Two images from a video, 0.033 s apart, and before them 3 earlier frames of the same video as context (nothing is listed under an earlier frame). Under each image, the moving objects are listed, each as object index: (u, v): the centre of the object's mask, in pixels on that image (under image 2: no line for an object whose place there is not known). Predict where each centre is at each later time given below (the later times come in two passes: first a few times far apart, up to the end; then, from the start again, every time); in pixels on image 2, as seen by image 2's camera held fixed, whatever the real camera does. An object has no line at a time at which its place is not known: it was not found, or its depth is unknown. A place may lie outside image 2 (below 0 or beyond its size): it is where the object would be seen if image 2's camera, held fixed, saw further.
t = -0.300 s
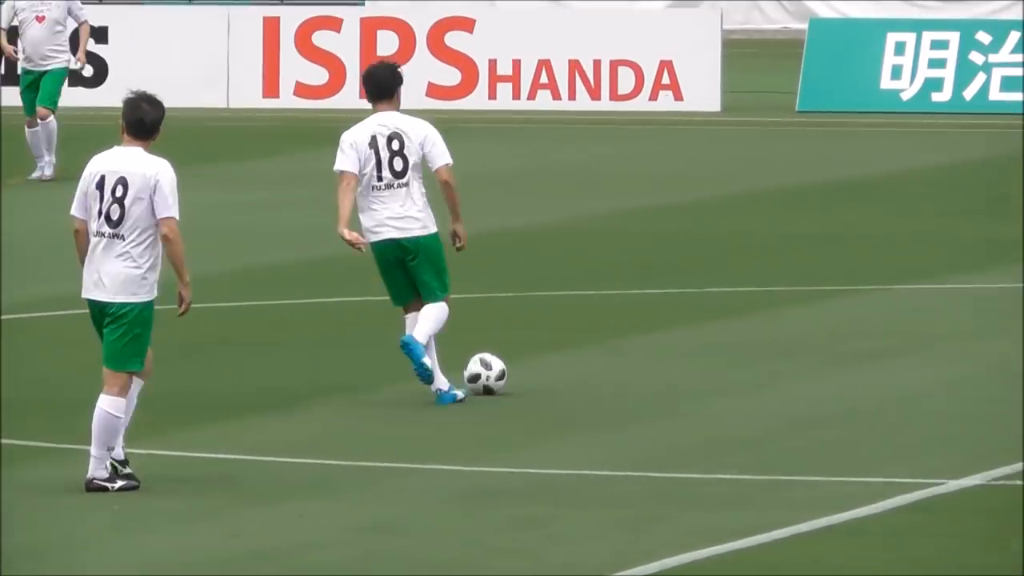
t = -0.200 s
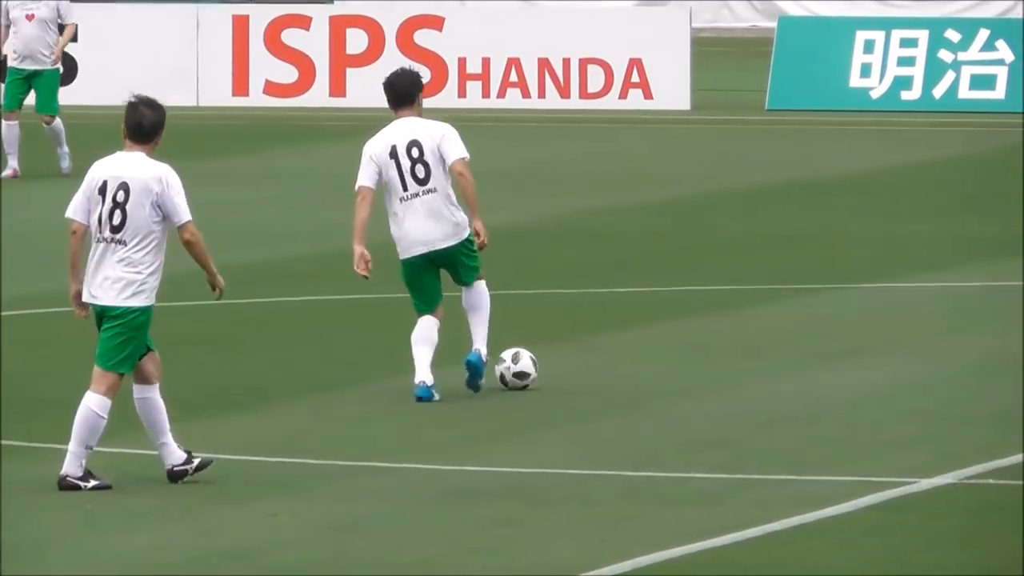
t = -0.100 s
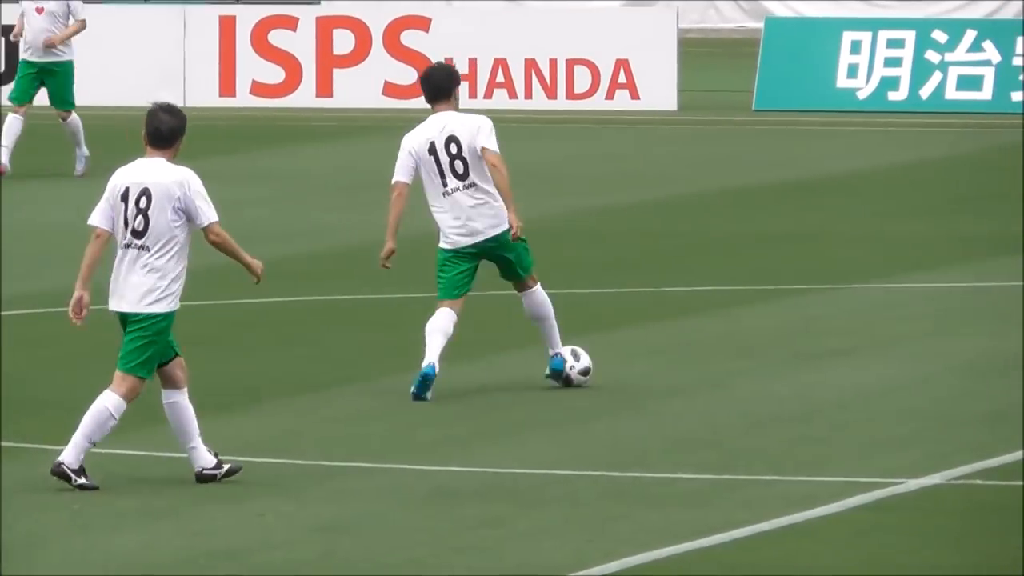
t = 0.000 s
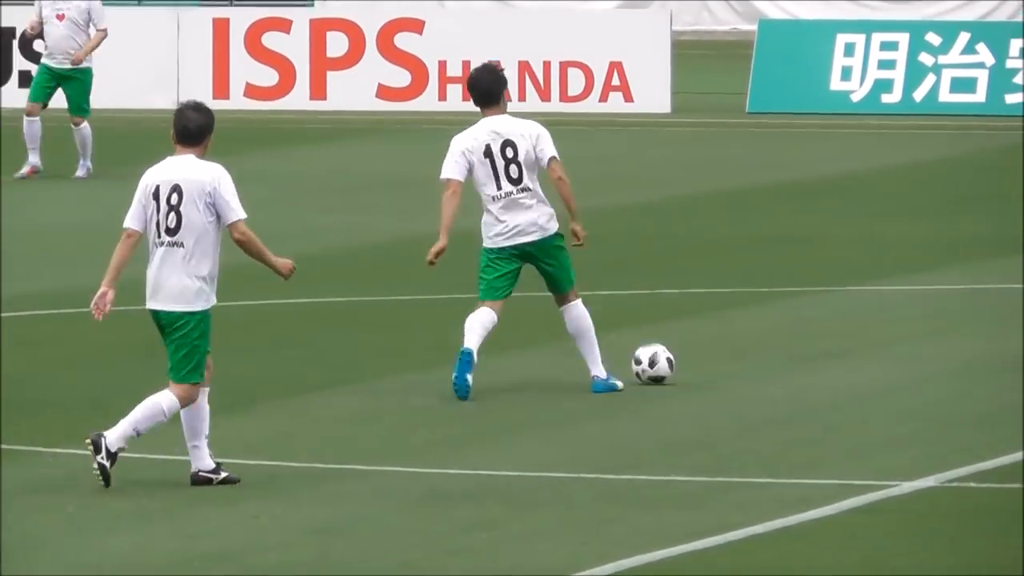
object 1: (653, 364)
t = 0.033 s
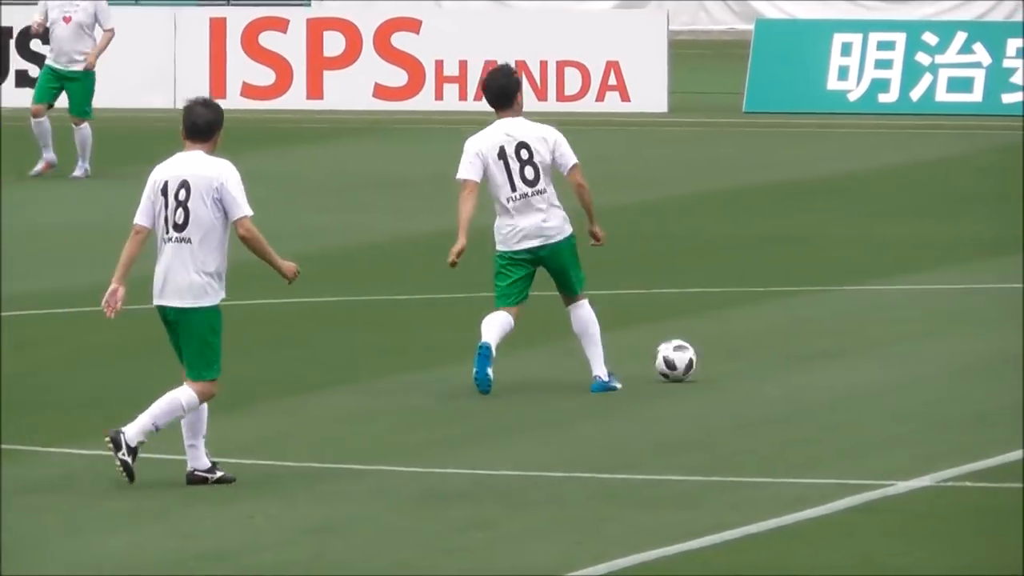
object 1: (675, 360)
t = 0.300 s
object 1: (860, 344)
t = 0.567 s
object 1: (1021, 338)
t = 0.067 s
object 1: (701, 359)
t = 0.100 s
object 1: (727, 359)
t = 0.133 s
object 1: (750, 356)
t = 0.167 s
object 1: (773, 355)
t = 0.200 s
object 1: (796, 354)
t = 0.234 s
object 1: (818, 354)
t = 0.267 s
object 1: (839, 348)
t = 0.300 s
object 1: (860, 344)
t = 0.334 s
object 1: (882, 343)
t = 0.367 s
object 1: (904, 343)
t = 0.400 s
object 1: (926, 345)
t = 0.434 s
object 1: (948, 347)
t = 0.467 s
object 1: (966, 342)
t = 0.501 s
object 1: (984, 339)
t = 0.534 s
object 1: (1002, 337)
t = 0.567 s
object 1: (1021, 338)
